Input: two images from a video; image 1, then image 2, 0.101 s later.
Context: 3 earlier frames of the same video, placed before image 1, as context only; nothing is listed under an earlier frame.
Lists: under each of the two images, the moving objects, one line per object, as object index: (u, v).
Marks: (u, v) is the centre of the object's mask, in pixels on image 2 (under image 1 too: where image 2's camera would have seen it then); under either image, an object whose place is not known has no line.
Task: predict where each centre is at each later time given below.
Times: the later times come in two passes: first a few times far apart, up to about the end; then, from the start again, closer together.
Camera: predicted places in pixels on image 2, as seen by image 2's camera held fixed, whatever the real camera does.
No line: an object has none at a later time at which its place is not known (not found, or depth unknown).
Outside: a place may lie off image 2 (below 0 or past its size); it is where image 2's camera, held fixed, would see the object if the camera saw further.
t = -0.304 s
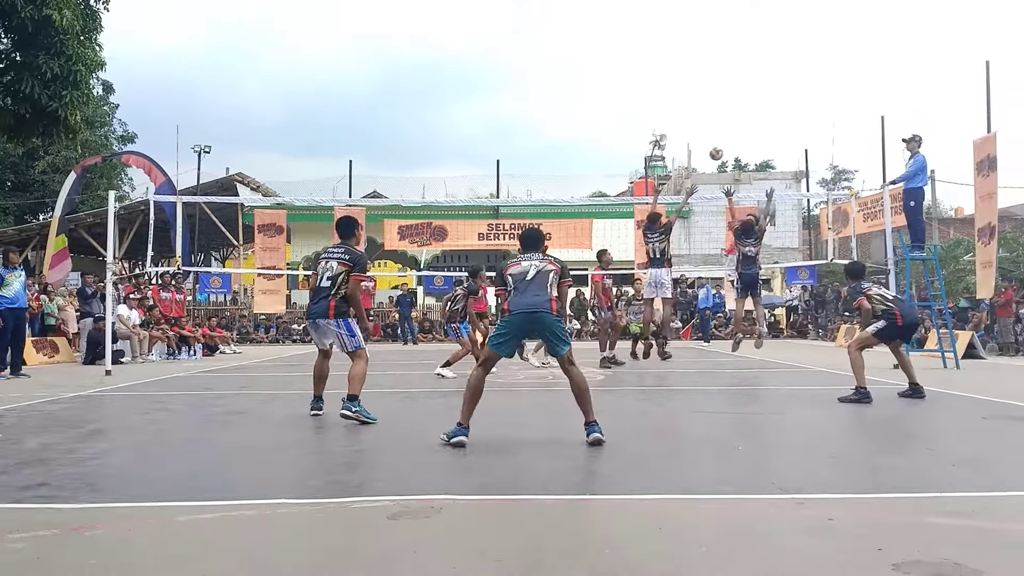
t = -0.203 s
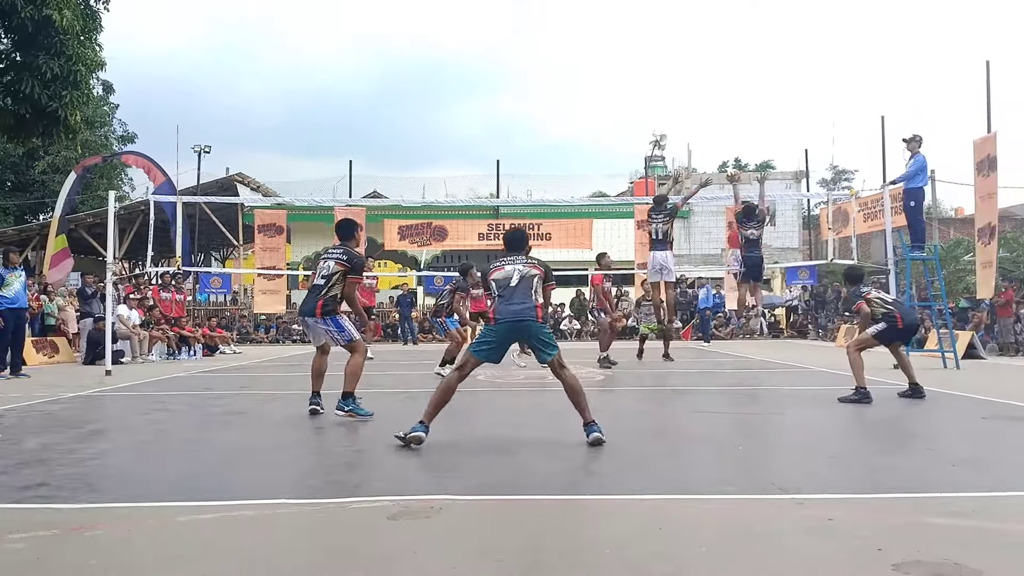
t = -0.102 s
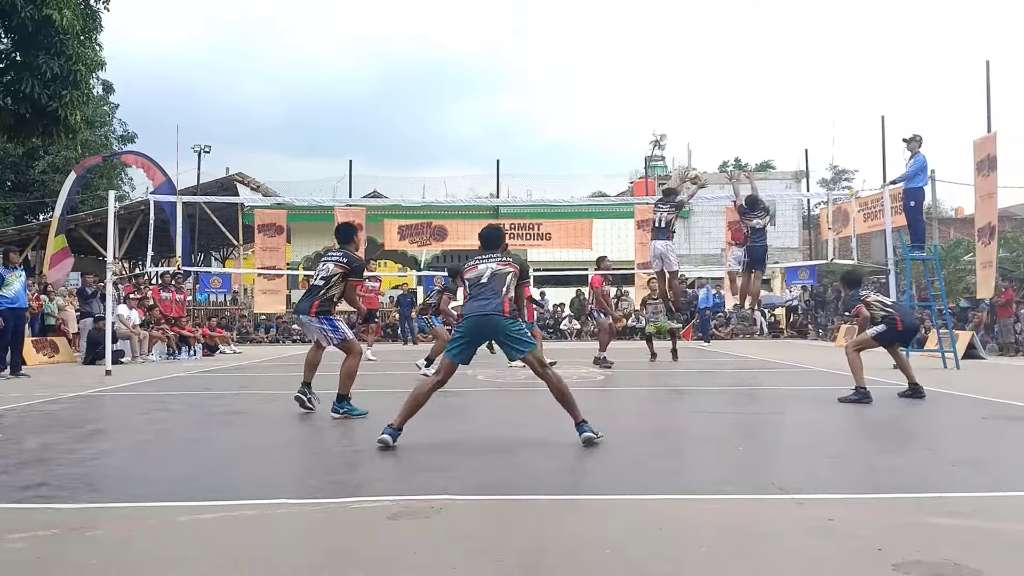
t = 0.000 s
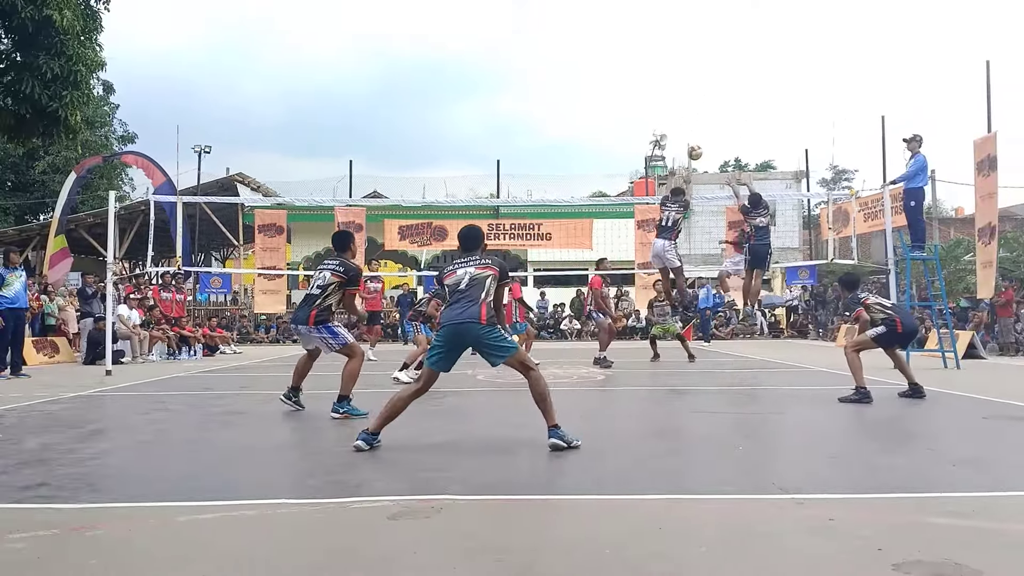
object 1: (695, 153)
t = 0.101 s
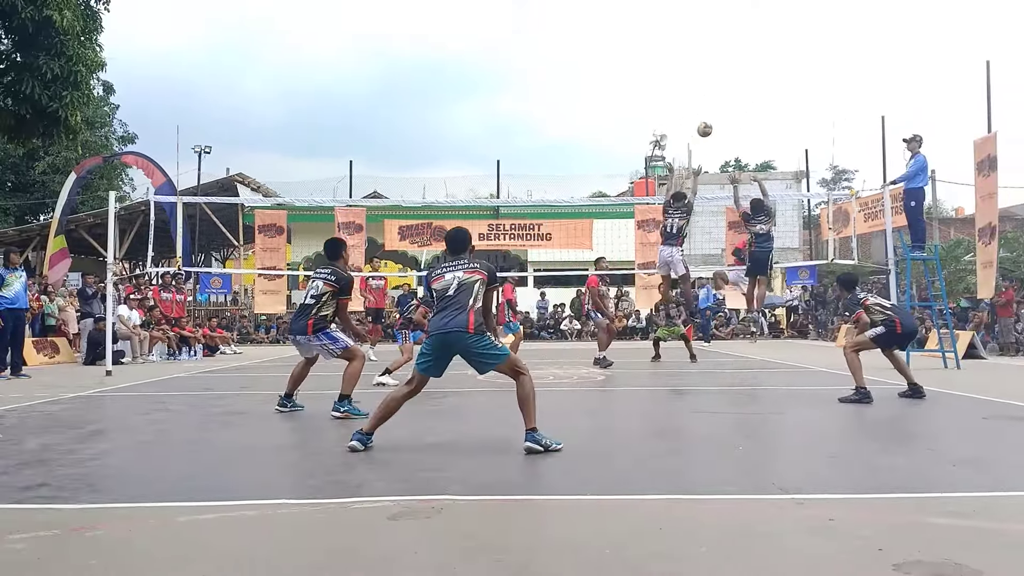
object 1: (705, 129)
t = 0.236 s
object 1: (718, 110)
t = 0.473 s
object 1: (742, 107)
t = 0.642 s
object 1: (760, 133)
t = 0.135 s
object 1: (707, 123)
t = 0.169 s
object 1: (711, 118)
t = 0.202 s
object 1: (714, 113)
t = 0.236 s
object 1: (718, 110)
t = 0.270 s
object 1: (721, 107)
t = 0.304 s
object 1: (724, 105)
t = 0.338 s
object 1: (728, 103)
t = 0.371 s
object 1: (731, 103)
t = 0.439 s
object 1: (739, 105)
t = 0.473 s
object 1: (742, 107)
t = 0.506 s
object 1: (746, 111)
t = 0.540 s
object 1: (750, 115)
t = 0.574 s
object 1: (753, 120)
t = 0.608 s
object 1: (757, 126)
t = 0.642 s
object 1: (760, 133)
